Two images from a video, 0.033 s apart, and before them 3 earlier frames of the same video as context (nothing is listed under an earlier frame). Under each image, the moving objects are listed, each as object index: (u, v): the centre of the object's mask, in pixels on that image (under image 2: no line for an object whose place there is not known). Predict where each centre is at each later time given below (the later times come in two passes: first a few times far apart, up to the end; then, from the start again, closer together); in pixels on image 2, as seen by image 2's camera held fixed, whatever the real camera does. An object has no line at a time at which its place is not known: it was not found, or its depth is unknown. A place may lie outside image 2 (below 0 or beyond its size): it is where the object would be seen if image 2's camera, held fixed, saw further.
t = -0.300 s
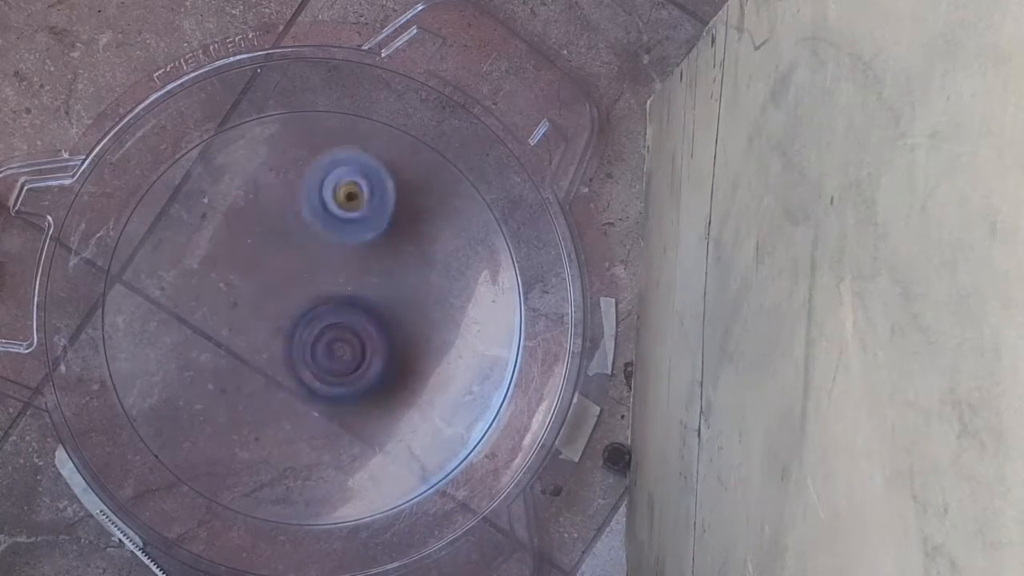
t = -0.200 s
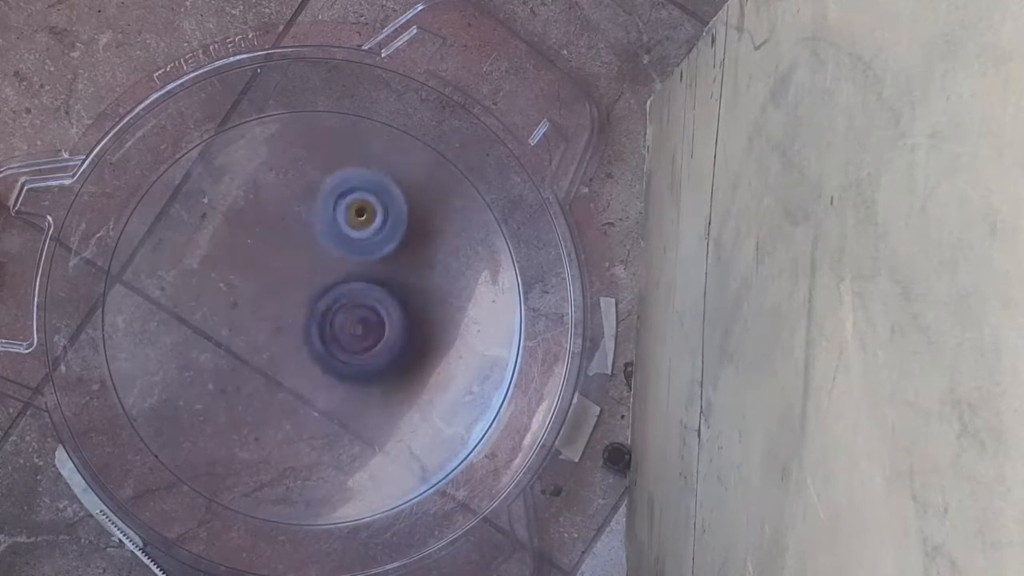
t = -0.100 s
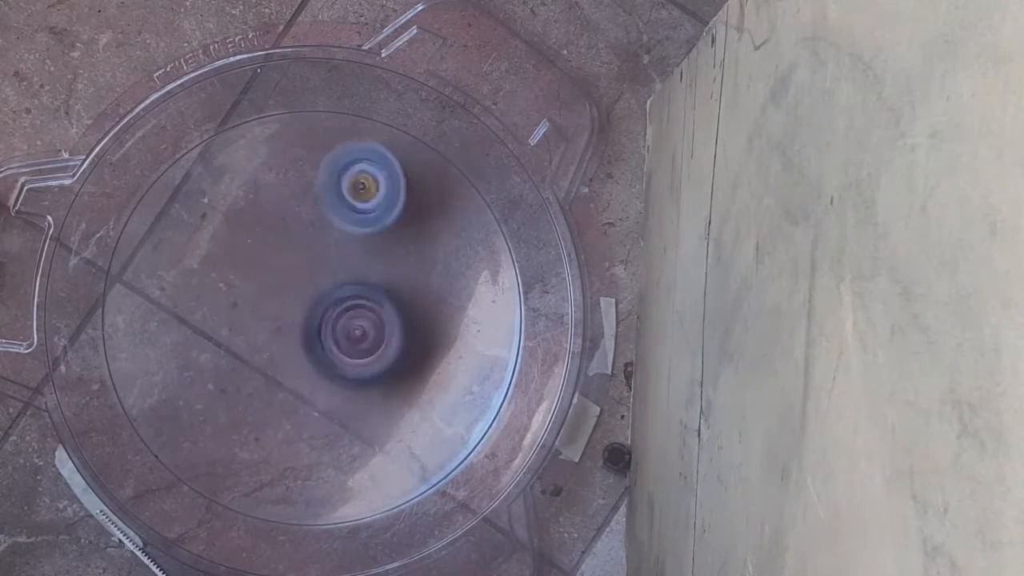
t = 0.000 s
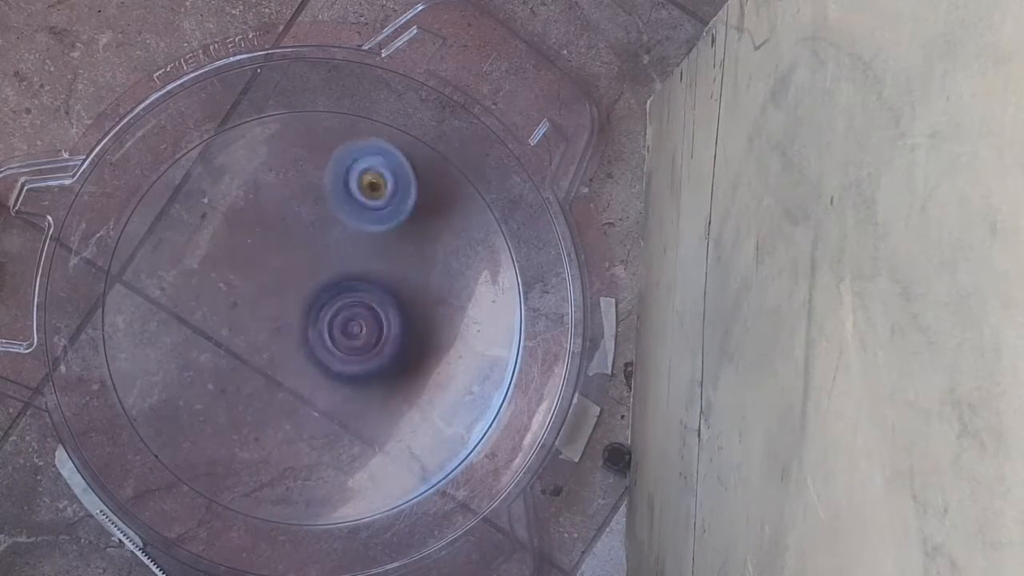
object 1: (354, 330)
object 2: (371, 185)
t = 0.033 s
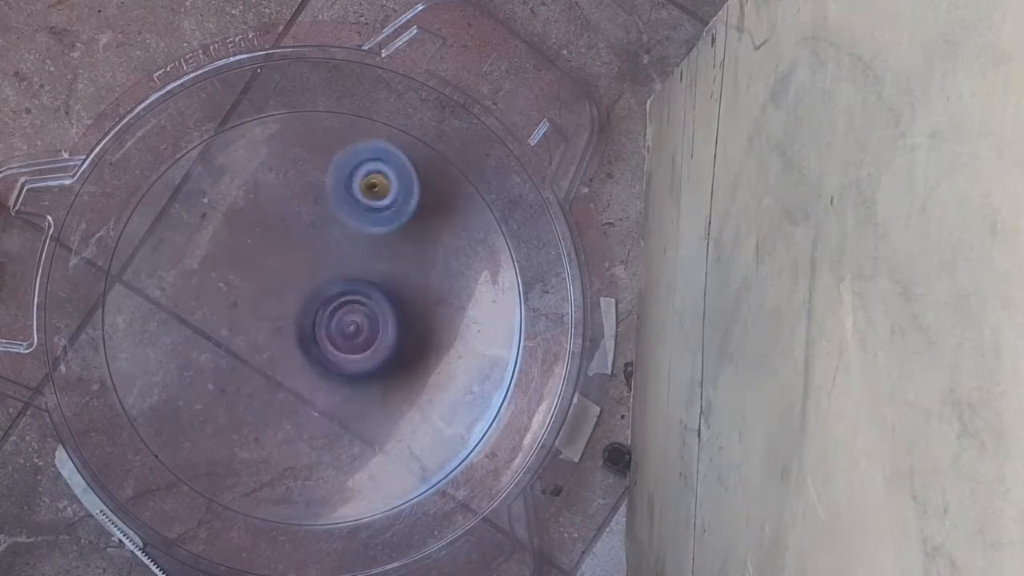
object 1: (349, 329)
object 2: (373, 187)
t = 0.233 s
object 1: (330, 324)
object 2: (363, 222)
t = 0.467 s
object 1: (280, 387)
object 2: (340, 219)
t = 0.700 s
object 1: (274, 402)
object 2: (312, 274)
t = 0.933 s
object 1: (283, 395)
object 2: (302, 278)
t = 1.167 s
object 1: (298, 408)
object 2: (302, 221)
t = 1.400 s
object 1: (324, 377)
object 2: (302, 220)
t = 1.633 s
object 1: (331, 366)
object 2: (281, 178)
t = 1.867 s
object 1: (328, 361)
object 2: (290, 192)
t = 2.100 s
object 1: (296, 341)
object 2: (319, 221)
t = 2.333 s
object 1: (265, 342)
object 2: (364, 227)
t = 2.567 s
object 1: (269, 320)
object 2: (382, 260)
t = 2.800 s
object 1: (239, 292)
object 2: (427, 280)
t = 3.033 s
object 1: (223, 295)
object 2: (438, 285)
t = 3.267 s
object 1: (262, 305)
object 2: (388, 313)
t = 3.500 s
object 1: (235, 304)
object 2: (383, 381)
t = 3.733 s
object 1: (242, 317)
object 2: (347, 376)
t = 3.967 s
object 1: (261, 278)
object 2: (387, 387)
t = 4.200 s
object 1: (261, 284)
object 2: (350, 397)
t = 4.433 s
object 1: (264, 315)
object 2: (367, 380)
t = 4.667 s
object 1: (260, 338)
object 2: (366, 380)
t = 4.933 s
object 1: (286, 336)
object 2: (360, 389)
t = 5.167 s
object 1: (282, 324)
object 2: (360, 386)
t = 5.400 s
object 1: (279, 321)
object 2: (358, 388)
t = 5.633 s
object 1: (280, 321)
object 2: (357, 389)
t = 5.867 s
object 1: (280, 321)
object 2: (358, 389)
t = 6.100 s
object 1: (280, 321)
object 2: (358, 389)
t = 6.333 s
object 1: (280, 321)
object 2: (358, 389)
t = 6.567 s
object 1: (280, 321)
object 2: (358, 389)
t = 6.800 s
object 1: (280, 321)
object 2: (358, 389)
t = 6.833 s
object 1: (280, 321)
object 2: (358, 389)
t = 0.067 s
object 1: (348, 330)
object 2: (376, 192)
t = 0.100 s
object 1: (347, 326)
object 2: (379, 197)
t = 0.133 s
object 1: (342, 324)
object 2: (376, 203)
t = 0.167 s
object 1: (337, 325)
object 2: (374, 206)
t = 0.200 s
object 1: (336, 325)
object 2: (371, 212)
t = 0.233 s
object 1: (330, 324)
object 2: (363, 222)
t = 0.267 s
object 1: (318, 329)
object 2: (357, 220)
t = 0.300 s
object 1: (310, 342)
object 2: (352, 209)
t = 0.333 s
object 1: (304, 351)
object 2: (351, 208)
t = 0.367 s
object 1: (294, 359)
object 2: (346, 209)
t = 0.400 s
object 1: (289, 372)
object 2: (343, 208)
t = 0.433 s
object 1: (285, 380)
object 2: (344, 212)
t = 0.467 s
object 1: (280, 387)
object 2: (340, 219)
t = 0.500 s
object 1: (275, 397)
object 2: (337, 222)
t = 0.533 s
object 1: (276, 401)
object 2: (337, 229)
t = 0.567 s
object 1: (276, 401)
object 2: (333, 237)
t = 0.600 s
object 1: (269, 405)
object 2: (327, 244)
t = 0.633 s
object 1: (273, 405)
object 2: (323, 251)
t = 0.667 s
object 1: (275, 402)
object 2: (319, 263)
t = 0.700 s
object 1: (274, 402)
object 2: (312, 274)
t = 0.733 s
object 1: (280, 402)
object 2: (309, 282)
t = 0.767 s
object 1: (281, 399)
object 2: (307, 294)
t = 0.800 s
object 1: (277, 404)
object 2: (304, 288)
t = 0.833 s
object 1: (280, 406)
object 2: (300, 279)
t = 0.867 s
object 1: (280, 402)
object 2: (302, 278)
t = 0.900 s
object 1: (277, 401)
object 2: (298, 280)
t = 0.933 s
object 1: (283, 395)
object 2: (302, 278)
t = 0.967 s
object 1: (283, 388)
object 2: (304, 284)
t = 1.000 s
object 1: (287, 388)
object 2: (304, 283)
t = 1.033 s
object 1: (287, 396)
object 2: (300, 263)
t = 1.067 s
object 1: (286, 401)
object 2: (299, 249)
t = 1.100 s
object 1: (295, 406)
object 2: (302, 237)
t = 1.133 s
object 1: (297, 405)
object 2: (299, 227)
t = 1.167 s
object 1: (298, 408)
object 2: (302, 221)
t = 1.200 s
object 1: (308, 408)
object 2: (300, 215)
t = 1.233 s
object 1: (308, 403)
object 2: (304, 212)
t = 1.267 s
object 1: (313, 403)
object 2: (300, 212)
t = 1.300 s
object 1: (318, 395)
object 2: (304, 211)
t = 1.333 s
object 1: (317, 392)
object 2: (300, 213)
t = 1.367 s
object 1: (327, 385)
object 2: (306, 218)
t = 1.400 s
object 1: (324, 377)
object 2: (302, 220)
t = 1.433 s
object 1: (330, 373)
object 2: (308, 227)
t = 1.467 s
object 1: (333, 360)
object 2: (305, 230)
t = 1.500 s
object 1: (328, 350)
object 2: (309, 241)
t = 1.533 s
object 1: (330, 354)
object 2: (298, 221)
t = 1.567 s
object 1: (328, 361)
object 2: (295, 202)
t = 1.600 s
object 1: (333, 365)
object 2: (287, 183)
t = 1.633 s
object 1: (331, 366)
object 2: (281, 178)
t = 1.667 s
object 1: (334, 371)
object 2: (284, 177)
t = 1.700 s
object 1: (332, 368)
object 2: (282, 173)
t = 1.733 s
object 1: (334, 372)
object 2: (283, 177)
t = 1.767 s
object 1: (334, 366)
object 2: (286, 177)
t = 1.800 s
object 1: (332, 367)
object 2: (286, 184)
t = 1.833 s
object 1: (331, 361)
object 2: (292, 186)
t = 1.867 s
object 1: (328, 361)
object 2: (290, 192)
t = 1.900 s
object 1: (328, 355)
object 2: (296, 201)
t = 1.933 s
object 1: (323, 353)
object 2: (299, 208)
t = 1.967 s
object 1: (322, 344)
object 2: (302, 220)
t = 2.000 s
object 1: (315, 343)
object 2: (307, 228)
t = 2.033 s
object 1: (312, 337)
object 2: (307, 230)
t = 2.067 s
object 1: (301, 342)
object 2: (310, 228)
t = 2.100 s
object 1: (296, 341)
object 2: (319, 221)
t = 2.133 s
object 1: (290, 347)
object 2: (326, 222)
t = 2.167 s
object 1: (282, 344)
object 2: (333, 221)
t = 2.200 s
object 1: (278, 347)
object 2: (342, 225)
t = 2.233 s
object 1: (269, 346)
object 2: (355, 223)
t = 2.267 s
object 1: (270, 346)
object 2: (354, 220)
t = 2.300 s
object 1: (261, 347)
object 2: (358, 227)
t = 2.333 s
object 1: (265, 342)
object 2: (364, 227)
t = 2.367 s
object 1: (261, 346)
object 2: (367, 232)
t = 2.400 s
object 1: (262, 338)
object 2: (374, 233)
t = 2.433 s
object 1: (262, 340)
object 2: (372, 234)
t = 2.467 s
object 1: (257, 331)
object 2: (376, 244)
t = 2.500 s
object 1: (264, 330)
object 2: (378, 246)
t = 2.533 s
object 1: (259, 327)
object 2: (378, 253)
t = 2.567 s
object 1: (269, 320)
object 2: (382, 260)
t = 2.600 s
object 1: (269, 321)
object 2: (379, 261)
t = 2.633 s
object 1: (275, 314)
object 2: (380, 271)
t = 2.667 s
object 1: (282, 312)
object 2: (380, 275)
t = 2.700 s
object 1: (266, 303)
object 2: (395, 277)
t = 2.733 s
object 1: (261, 297)
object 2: (411, 276)
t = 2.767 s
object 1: (249, 298)
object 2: (420, 277)
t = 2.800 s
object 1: (239, 292)
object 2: (427, 280)
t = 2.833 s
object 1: (237, 294)
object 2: (433, 281)
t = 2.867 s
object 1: (228, 297)
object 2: (434, 284)
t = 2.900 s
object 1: (226, 291)
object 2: (441, 287)
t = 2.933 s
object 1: (225, 294)
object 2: (442, 284)
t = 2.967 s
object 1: (218, 297)
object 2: (441, 286)
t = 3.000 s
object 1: (219, 289)
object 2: (442, 286)
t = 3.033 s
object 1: (223, 295)
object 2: (438, 285)
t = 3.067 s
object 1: (219, 296)
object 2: (434, 288)
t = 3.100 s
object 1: (229, 292)
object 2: (430, 289)
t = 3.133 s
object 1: (234, 299)
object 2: (421, 292)
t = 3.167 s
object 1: (237, 299)
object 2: (413, 298)
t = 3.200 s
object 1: (248, 299)
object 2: (407, 300)
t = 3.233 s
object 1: (257, 305)
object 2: (397, 308)
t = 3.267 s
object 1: (262, 305)
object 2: (388, 313)
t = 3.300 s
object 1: (275, 306)
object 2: (378, 321)
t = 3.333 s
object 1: (268, 302)
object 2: (381, 334)
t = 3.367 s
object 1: (258, 300)
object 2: (384, 353)
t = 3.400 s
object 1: (252, 300)
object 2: (389, 364)
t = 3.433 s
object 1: (247, 300)
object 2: (388, 372)
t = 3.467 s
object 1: (244, 306)
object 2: (384, 378)
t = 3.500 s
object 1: (235, 304)
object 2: (383, 381)
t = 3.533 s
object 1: (237, 304)
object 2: (382, 384)
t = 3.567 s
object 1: (238, 309)
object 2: (379, 382)
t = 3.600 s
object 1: (233, 313)
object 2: (375, 381)
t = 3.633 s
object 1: (233, 308)
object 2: (367, 376)
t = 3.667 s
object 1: (240, 310)
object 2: (358, 376)
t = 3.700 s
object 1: (244, 316)
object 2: (351, 378)
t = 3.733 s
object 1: (242, 317)
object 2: (347, 376)
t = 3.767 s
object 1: (248, 313)
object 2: (346, 375)
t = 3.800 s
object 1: (261, 315)
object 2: (341, 373)
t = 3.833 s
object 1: (257, 310)
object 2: (364, 382)
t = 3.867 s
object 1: (253, 300)
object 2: (385, 389)
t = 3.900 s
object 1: (255, 289)
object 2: (390, 392)
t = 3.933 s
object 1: (259, 281)
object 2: (390, 392)
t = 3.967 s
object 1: (261, 278)
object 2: (387, 387)
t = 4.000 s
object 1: (261, 276)
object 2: (381, 385)
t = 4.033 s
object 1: (266, 280)
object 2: (375, 383)
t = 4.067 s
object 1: (264, 285)
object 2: (367, 383)
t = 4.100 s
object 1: (261, 285)
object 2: (360, 386)
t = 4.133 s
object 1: (259, 283)
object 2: (353, 391)
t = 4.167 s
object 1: (259, 282)
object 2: (351, 395)
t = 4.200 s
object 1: (261, 284)
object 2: (350, 397)
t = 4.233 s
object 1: (263, 285)
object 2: (350, 396)
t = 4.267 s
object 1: (263, 288)
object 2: (351, 393)
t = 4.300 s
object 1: (265, 294)
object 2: (355, 388)
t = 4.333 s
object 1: (266, 301)
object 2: (359, 385)
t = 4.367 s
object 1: (264, 308)
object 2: (363, 382)
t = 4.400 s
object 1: (262, 311)
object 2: (367, 380)
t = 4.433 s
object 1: (264, 315)
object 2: (367, 380)
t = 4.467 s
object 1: (264, 319)
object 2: (365, 380)
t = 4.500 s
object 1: (265, 323)
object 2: (365, 380)
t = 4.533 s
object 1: (265, 325)
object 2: (365, 381)
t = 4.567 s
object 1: (266, 329)
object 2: (366, 380)
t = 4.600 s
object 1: (264, 335)
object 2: (366, 380)
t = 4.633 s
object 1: (263, 339)
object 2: (366, 380)
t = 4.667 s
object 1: (260, 338)
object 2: (366, 380)
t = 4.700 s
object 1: (261, 335)
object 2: (366, 380)
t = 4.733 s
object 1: (264, 332)
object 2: (366, 380)
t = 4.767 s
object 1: (271, 331)
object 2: (366, 380)
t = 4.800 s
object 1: (281, 335)
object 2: (367, 380)
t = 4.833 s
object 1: (287, 340)
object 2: (368, 383)
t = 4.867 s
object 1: (287, 340)
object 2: (365, 384)
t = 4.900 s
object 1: (286, 339)
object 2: (363, 387)
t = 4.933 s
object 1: (286, 336)
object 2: (360, 389)
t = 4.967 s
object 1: (284, 331)
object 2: (358, 393)
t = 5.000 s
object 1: (283, 327)
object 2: (357, 394)
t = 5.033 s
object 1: (279, 322)
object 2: (357, 390)
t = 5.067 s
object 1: (277, 322)
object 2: (358, 387)
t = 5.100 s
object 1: (278, 322)
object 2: (360, 386)
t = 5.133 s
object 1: (281, 322)
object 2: (360, 386)
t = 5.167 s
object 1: (282, 324)
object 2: (360, 386)
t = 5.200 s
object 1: (283, 325)
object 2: (360, 387)
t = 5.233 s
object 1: (283, 326)
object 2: (360, 388)
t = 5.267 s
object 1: (283, 326)
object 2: (358, 389)
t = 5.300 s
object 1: (283, 325)
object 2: (357, 391)
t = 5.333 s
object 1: (282, 324)
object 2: (357, 390)
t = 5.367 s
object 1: (281, 322)
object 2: (358, 388)
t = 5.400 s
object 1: (279, 321)
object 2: (358, 388)
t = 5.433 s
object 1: (280, 321)
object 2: (358, 389)
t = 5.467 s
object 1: (281, 322)
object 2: (357, 390)
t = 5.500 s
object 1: (281, 323)
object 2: (357, 390)
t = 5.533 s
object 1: (281, 322)
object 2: (357, 389)
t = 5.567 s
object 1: (280, 321)
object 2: (357, 389)
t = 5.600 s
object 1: (280, 321)
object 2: (357, 389)
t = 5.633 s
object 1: (280, 321)
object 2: (357, 389)
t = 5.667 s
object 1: (280, 321)
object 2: (357, 389)
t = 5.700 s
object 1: (280, 321)
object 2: (357, 389)
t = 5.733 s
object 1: (280, 321)
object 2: (357, 389)
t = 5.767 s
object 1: (280, 321)
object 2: (357, 389)
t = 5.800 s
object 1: (280, 321)
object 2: (357, 389)
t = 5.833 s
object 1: (280, 321)
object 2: (357, 389)
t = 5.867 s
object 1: (280, 321)
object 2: (358, 389)
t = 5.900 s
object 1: (280, 321)
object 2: (357, 389)
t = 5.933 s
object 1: (280, 321)
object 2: (358, 389)
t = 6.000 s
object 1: (280, 321)
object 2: (358, 389)
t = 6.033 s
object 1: (280, 321)
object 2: (358, 389)
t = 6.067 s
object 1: (280, 321)
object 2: (358, 389)
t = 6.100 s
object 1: (280, 321)
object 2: (358, 389)
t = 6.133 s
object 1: (280, 321)
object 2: (358, 389)
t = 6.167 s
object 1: (280, 321)
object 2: (358, 389)
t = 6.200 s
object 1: (280, 321)
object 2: (358, 389)
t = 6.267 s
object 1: (280, 321)
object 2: (358, 389)
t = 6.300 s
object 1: (280, 321)
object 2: (358, 389)
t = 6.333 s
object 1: (280, 321)
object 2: (358, 389)
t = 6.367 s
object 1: (280, 321)
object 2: (358, 389)
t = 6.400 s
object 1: (280, 321)
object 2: (358, 389)
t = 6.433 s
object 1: (280, 321)
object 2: (358, 389)
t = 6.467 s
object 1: (280, 321)
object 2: (358, 389)
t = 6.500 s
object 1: (280, 321)
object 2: (358, 389)
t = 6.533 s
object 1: (280, 321)
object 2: (358, 389)
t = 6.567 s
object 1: (280, 321)
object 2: (358, 389)
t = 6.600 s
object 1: (280, 321)
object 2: (358, 389)
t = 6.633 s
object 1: (280, 321)
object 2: (358, 389)
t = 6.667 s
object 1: (280, 321)
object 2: (358, 389)
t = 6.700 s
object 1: (280, 321)
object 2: (358, 389)
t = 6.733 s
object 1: (280, 321)
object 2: (358, 389)
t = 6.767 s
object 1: (280, 321)
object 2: (358, 389)
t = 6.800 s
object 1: (280, 321)
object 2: (358, 389)
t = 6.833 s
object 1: (280, 321)
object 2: (358, 389)
